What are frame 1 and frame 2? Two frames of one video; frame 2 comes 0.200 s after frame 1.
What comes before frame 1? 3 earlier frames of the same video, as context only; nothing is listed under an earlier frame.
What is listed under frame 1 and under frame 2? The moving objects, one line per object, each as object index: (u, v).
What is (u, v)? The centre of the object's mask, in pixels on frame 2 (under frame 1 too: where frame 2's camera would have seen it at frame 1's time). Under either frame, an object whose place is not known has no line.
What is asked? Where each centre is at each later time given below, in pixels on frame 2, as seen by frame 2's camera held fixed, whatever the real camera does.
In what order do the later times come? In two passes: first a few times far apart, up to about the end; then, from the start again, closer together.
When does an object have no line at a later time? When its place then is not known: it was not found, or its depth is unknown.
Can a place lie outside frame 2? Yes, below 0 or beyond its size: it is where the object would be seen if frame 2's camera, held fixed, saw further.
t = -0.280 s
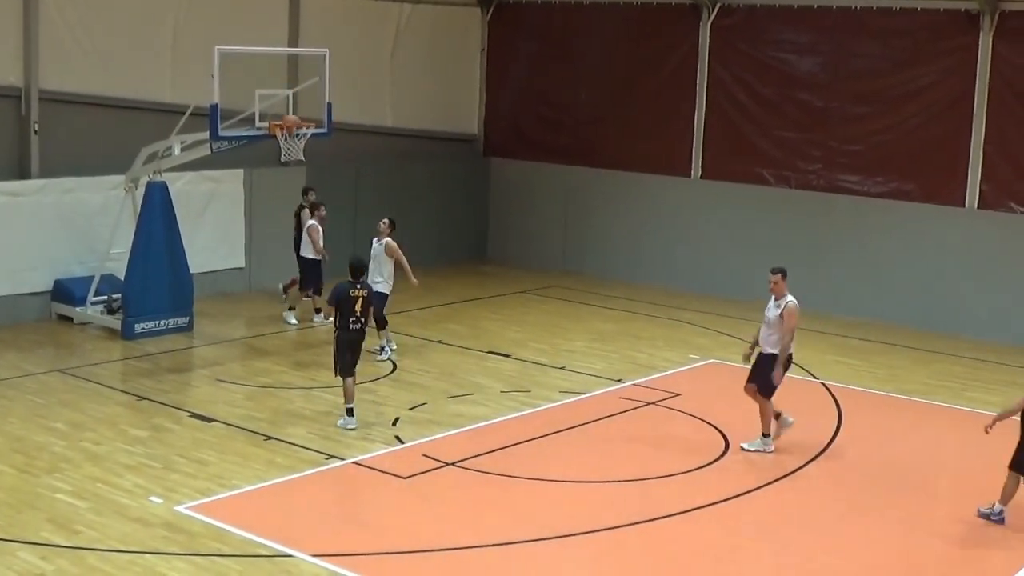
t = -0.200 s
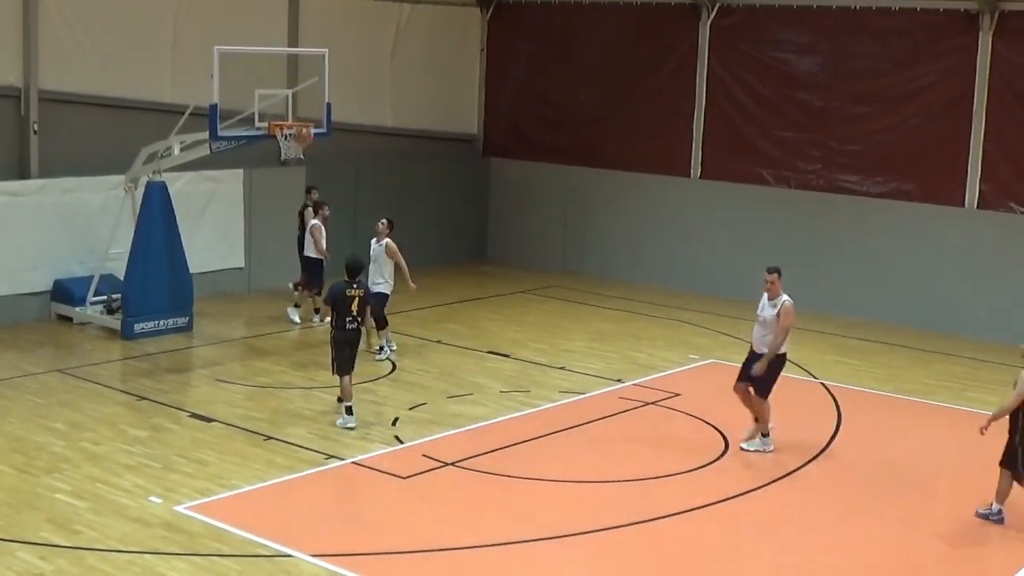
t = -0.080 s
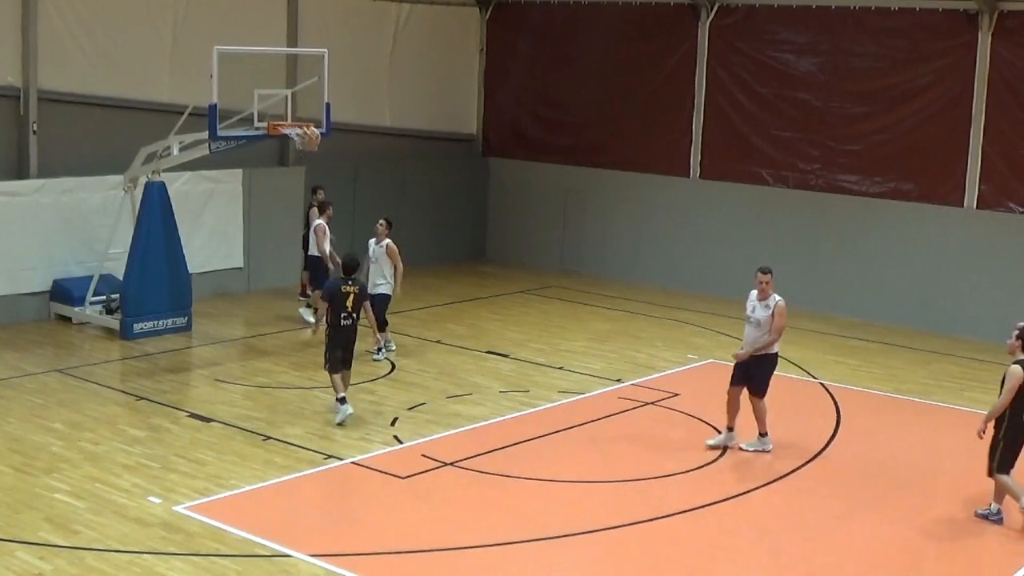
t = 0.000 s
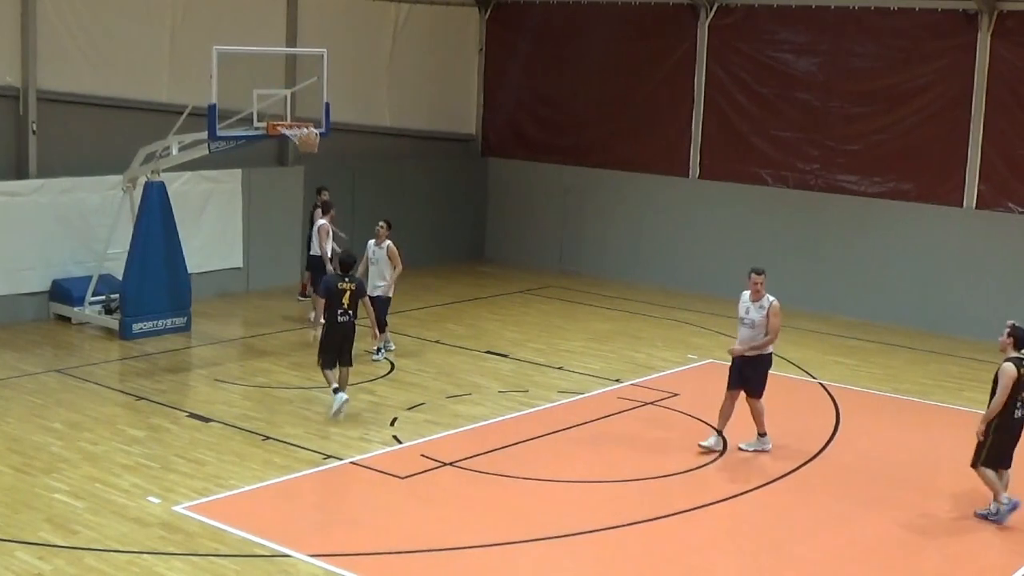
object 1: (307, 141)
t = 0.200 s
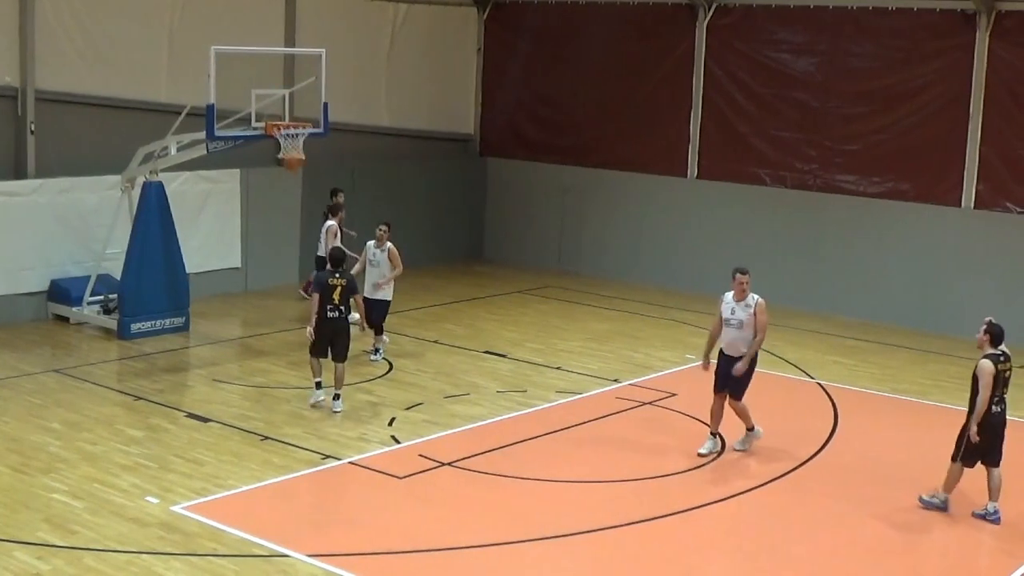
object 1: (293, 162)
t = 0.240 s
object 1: (290, 167)
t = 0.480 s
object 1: (268, 231)
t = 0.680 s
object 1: (252, 318)
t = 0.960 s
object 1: (233, 282)
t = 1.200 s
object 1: (219, 235)
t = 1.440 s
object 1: (205, 233)
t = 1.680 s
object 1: (192, 273)
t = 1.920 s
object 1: (179, 353)
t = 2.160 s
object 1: (164, 290)
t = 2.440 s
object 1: (148, 272)
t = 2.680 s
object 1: (134, 304)
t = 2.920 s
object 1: (121, 331)
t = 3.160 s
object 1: (108, 298)
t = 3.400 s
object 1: (95, 309)
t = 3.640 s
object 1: (83, 340)
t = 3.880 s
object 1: (72, 316)
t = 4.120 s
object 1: (59, 332)
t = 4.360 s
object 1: (48, 327)
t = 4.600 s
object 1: (38, 334)
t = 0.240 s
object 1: (290, 167)
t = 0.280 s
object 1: (287, 174)
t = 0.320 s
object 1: (283, 183)
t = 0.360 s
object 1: (279, 193)
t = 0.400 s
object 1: (275, 205)
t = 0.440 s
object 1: (272, 217)
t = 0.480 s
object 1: (268, 231)
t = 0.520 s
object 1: (266, 246)
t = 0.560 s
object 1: (262, 263)
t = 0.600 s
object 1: (258, 281)
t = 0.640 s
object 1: (255, 298)
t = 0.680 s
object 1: (252, 318)
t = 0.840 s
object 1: (240, 321)
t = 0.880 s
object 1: (238, 308)
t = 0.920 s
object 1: (236, 294)
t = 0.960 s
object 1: (233, 282)
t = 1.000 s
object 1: (231, 271)
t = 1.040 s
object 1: (229, 262)
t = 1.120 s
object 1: (224, 246)
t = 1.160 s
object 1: (222, 240)
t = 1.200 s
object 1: (219, 235)
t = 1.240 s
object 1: (217, 232)
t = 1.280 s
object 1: (215, 230)
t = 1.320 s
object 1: (212, 229)
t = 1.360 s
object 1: (210, 229)
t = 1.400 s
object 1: (208, 230)
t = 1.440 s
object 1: (205, 233)
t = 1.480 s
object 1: (203, 237)
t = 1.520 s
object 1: (201, 242)
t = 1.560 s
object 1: (199, 248)
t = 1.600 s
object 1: (196, 255)
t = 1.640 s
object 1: (194, 263)
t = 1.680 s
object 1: (192, 273)
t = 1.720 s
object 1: (190, 284)
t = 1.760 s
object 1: (187, 298)
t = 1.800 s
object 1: (184, 310)
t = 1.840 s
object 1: (183, 325)
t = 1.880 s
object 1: (180, 341)
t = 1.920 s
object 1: (179, 353)
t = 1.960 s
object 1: (177, 338)
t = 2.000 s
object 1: (173, 325)
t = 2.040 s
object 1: (171, 315)
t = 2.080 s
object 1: (169, 304)
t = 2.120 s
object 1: (167, 297)
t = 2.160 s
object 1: (164, 290)
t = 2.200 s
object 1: (162, 283)
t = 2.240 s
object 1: (159, 279)
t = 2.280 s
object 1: (157, 275)
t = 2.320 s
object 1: (155, 273)
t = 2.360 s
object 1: (152, 271)
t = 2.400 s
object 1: (150, 271)
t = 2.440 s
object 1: (148, 272)
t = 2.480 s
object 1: (145, 275)
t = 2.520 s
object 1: (143, 278)
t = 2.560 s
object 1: (141, 283)
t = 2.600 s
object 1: (138, 289)
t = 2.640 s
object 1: (136, 296)
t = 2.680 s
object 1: (134, 304)
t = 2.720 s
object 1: (132, 313)
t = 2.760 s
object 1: (129, 324)
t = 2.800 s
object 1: (126, 336)
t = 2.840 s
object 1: (124, 350)
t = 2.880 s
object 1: (122, 341)
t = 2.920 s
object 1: (121, 331)
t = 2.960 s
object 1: (118, 323)
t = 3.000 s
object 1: (116, 315)
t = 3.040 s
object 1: (114, 310)
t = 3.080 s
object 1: (111, 306)
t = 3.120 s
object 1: (110, 301)
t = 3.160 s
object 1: (108, 298)
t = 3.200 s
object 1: (106, 298)
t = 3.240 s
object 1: (104, 298)
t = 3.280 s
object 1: (102, 298)
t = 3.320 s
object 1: (99, 300)
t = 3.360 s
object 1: (97, 304)
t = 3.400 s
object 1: (95, 309)
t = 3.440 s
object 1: (92, 314)
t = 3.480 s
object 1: (91, 320)
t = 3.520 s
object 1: (88, 329)
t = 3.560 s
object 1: (87, 339)
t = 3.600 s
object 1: (85, 347)
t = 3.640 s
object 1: (83, 340)
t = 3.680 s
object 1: (80, 332)
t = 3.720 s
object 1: (79, 328)
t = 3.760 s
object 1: (77, 322)
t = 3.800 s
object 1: (75, 318)
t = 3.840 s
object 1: (73, 316)
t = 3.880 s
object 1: (72, 316)
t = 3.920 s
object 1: (69, 315)
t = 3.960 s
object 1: (67, 316)
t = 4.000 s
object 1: (66, 318)
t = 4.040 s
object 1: (63, 321)
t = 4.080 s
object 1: (61, 327)
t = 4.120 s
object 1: (59, 332)
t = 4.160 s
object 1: (57, 341)
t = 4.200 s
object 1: (56, 347)
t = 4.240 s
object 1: (54, 340)
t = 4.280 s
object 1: (52, 336)
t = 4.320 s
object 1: (51, 330)
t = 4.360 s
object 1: (48, 327)
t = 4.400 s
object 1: (47, 325)
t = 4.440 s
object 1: (45, 325)
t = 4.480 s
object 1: (44, 325)
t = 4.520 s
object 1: (43, 326)
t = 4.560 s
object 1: (41, 329)
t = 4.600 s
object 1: (38, 334)
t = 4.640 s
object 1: (37, 339)
